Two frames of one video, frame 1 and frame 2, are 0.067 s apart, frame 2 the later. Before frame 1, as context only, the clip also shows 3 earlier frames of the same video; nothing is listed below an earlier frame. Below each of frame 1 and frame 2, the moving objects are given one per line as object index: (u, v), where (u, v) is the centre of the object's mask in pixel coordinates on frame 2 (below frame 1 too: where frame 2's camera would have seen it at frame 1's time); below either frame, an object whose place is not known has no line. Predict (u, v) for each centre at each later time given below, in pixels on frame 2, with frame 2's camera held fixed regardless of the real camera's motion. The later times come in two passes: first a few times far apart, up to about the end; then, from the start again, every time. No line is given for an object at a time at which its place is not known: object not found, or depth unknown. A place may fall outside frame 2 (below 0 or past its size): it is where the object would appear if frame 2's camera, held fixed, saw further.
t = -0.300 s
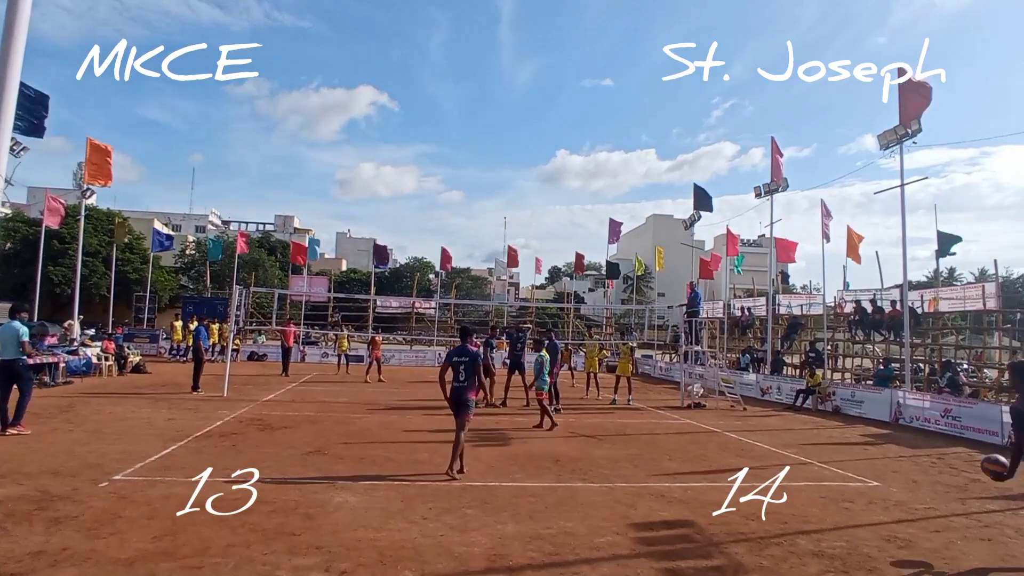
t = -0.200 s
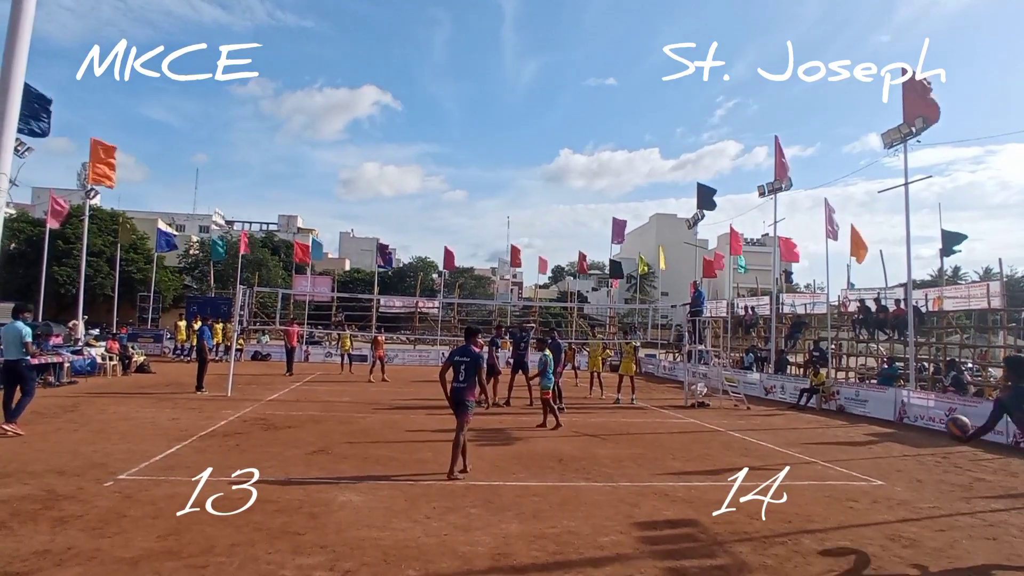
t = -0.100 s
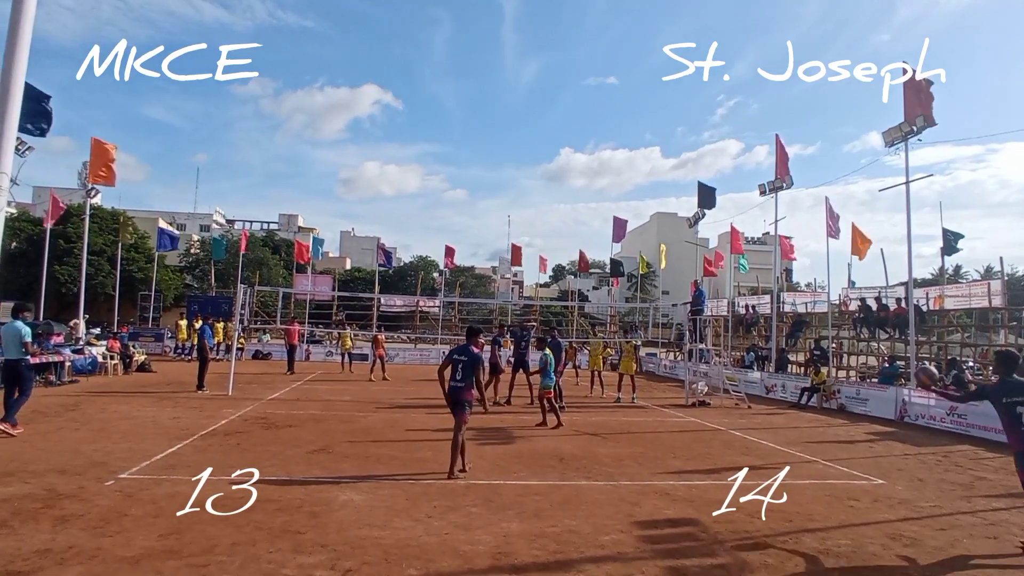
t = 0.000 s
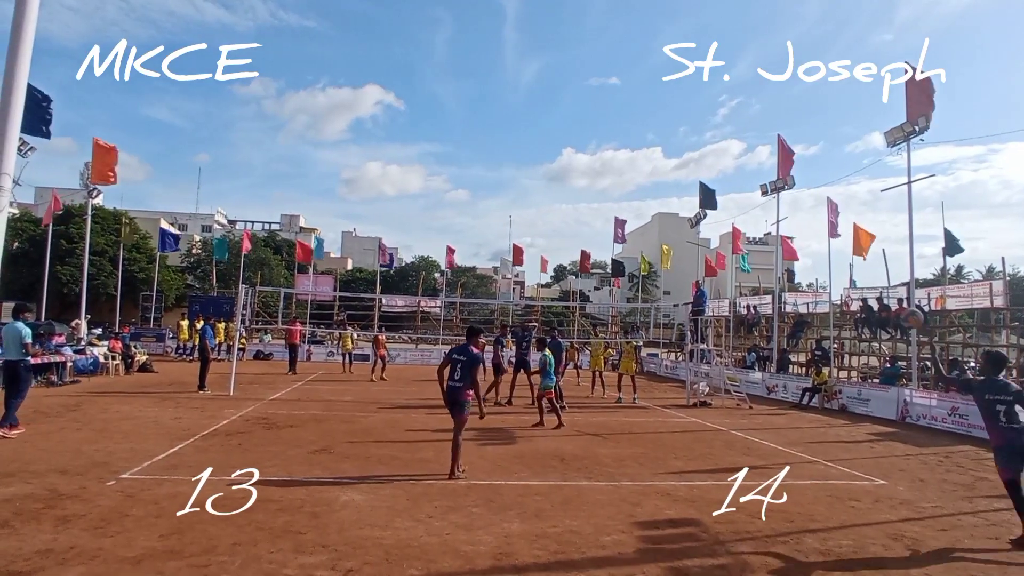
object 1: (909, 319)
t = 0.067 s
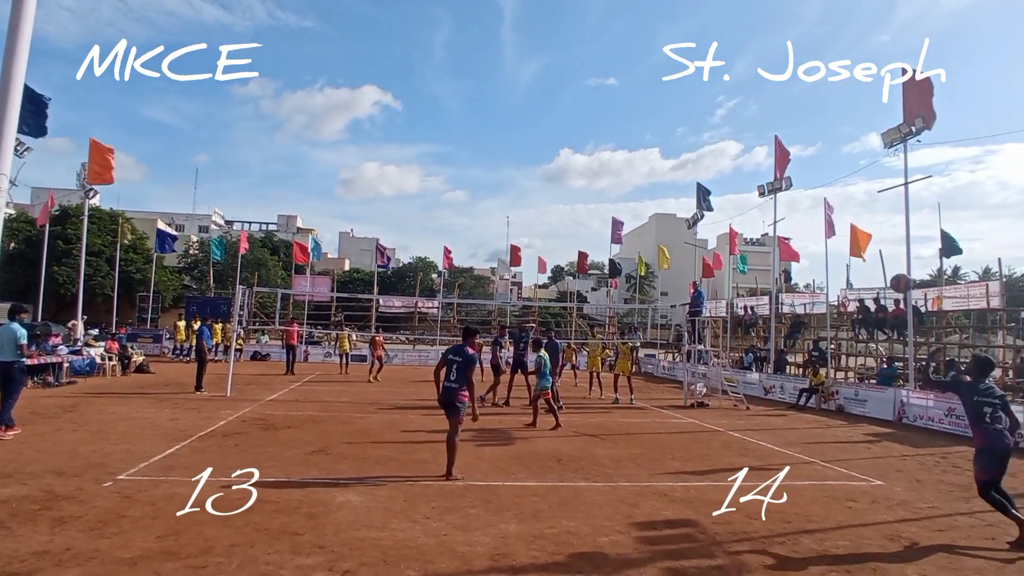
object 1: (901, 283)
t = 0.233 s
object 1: (883, 216)
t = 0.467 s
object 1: (860, 171)
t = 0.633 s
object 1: (847, 169)
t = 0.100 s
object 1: (897, 267)
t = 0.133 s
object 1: (893, 253)
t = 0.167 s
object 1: (890, 239)
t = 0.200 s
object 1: (886, 227)
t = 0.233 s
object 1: (883, 216)
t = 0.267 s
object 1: (880, 206)
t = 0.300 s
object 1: (876, 197)
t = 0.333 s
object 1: (873, 190)
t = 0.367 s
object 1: (870, 183)
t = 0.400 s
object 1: (867, 178)
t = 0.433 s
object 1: (863, 174)
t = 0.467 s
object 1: (860, 171)
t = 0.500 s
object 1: (858, 168)
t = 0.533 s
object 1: (855, 167)
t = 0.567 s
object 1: (852, 167)
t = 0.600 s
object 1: (849, 167)
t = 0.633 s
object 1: (847, 169)
